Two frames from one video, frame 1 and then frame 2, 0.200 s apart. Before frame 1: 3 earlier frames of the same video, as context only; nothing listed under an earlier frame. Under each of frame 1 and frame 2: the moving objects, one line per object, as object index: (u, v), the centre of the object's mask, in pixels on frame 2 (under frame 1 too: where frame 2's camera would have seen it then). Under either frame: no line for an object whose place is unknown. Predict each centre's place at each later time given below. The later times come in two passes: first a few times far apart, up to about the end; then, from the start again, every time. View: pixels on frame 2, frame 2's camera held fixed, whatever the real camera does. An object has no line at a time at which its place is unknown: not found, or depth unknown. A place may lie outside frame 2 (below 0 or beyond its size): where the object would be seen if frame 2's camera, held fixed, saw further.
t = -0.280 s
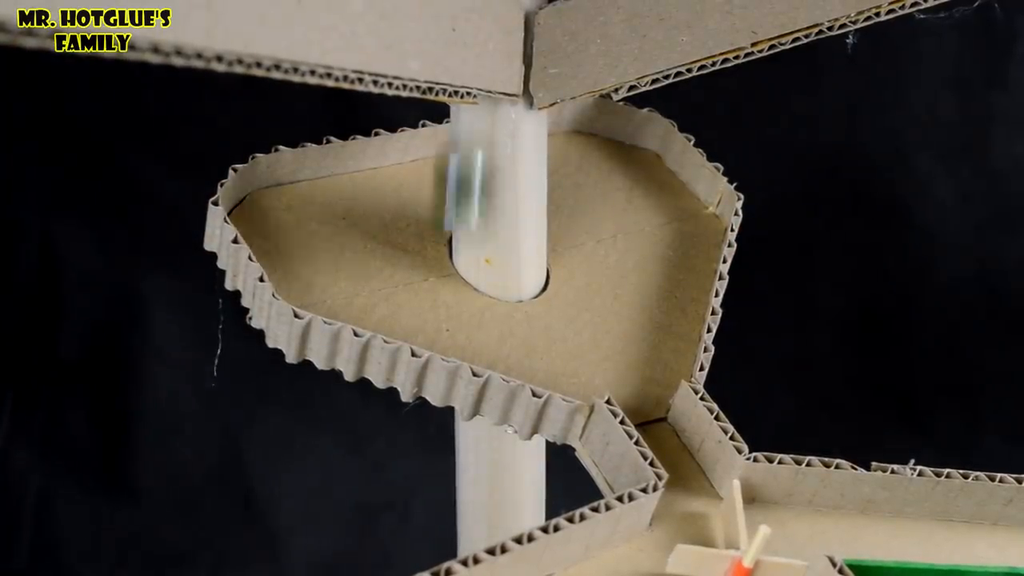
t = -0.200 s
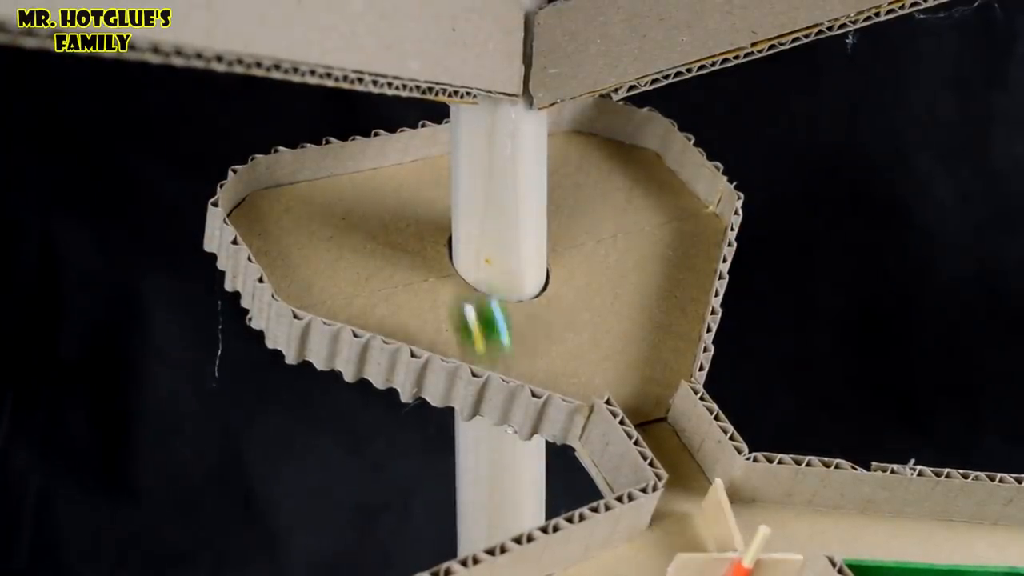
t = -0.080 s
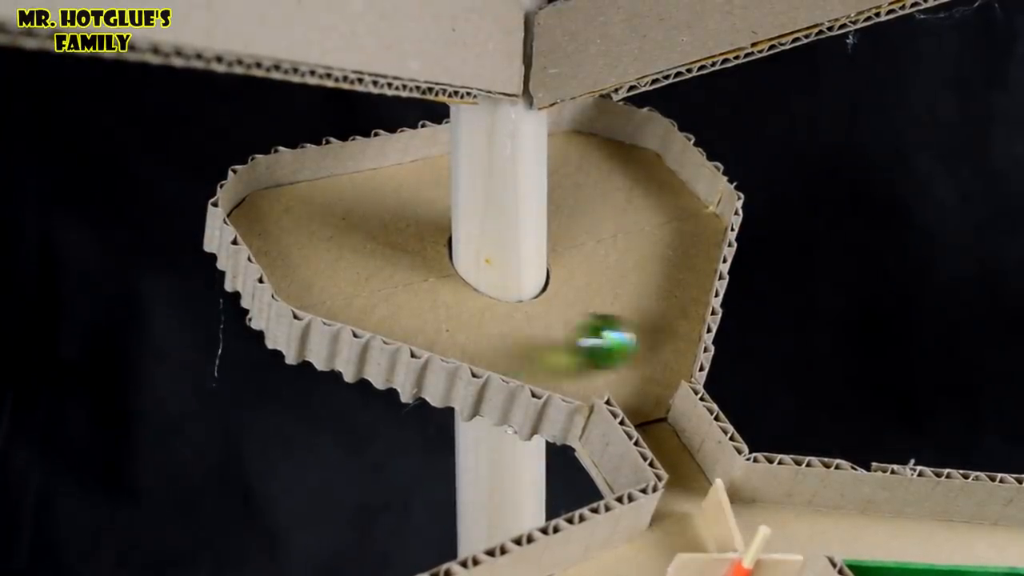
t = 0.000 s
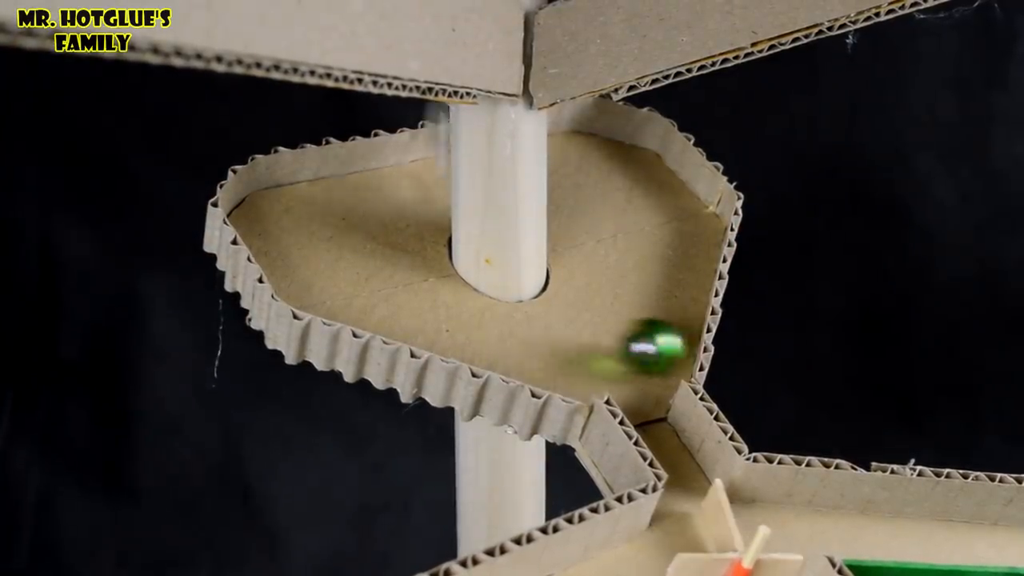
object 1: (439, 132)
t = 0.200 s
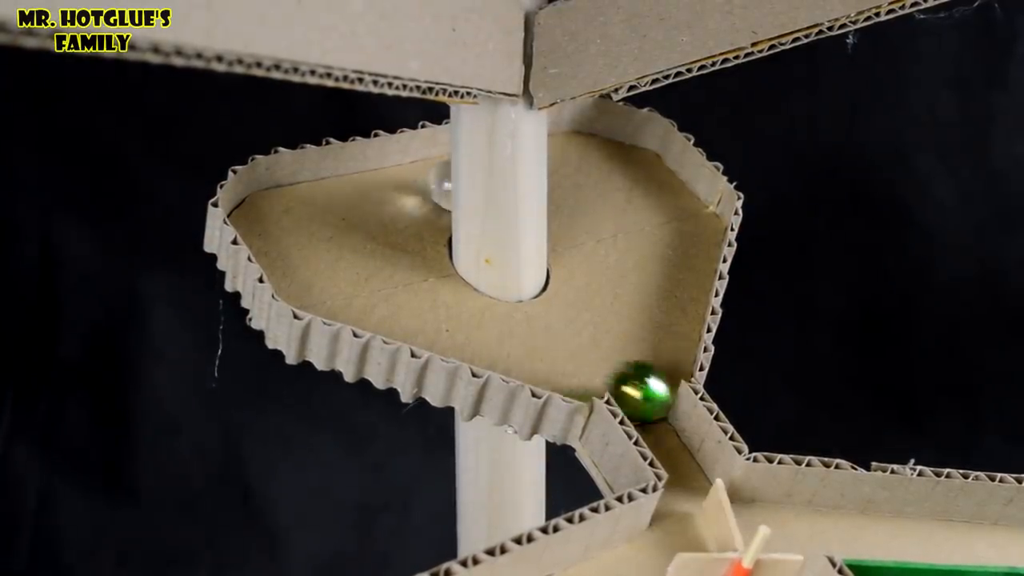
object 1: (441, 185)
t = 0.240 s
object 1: (439, 187)
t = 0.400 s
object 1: (424, 218)
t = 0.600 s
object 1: (501, 334)
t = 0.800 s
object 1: (725, 516)
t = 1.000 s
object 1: (869, 527)
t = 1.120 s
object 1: (983, 540)
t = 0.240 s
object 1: (439, 187)
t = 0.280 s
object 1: (435, 188)
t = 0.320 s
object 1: (433, 194)
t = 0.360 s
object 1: (428, 202)
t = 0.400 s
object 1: (424, 218)
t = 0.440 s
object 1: (425, 245)
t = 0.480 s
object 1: (427, 281)
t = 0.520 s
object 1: (439, 330)
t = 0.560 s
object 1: (467, 331)
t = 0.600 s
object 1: (501, 334)
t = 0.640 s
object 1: (541, 346)
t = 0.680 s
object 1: (585, 372)
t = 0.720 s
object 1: (656, 411)
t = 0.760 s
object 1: (690, 461)
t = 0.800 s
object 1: (725, 516)
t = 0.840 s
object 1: (765, 520)
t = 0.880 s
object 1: (799, 530)
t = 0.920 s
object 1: (812, 523)
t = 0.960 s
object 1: (837, 519)
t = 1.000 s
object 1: (869, 527)
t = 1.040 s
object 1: (907, 535)
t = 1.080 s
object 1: (939, 535)
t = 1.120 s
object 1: (983, 540)
